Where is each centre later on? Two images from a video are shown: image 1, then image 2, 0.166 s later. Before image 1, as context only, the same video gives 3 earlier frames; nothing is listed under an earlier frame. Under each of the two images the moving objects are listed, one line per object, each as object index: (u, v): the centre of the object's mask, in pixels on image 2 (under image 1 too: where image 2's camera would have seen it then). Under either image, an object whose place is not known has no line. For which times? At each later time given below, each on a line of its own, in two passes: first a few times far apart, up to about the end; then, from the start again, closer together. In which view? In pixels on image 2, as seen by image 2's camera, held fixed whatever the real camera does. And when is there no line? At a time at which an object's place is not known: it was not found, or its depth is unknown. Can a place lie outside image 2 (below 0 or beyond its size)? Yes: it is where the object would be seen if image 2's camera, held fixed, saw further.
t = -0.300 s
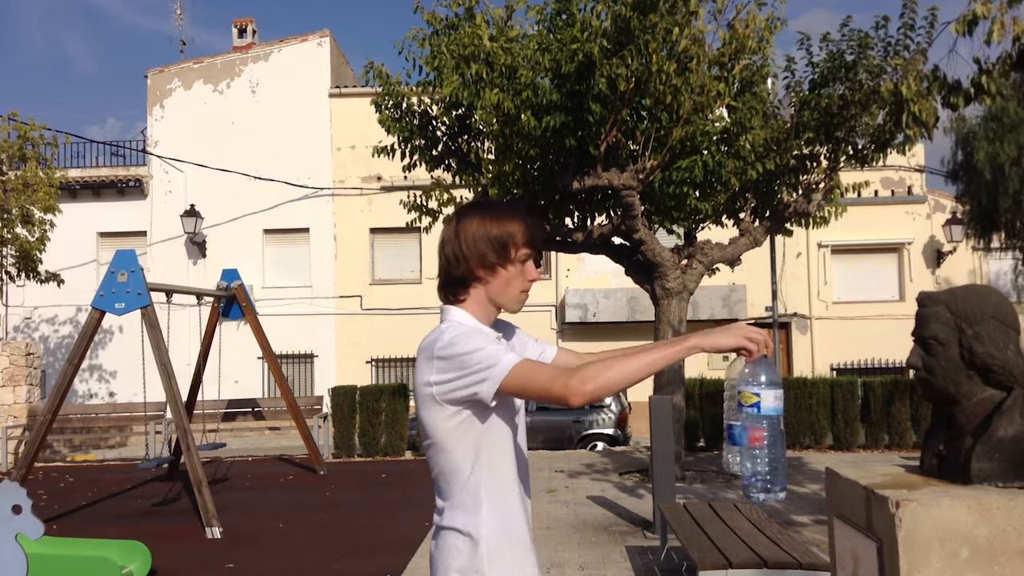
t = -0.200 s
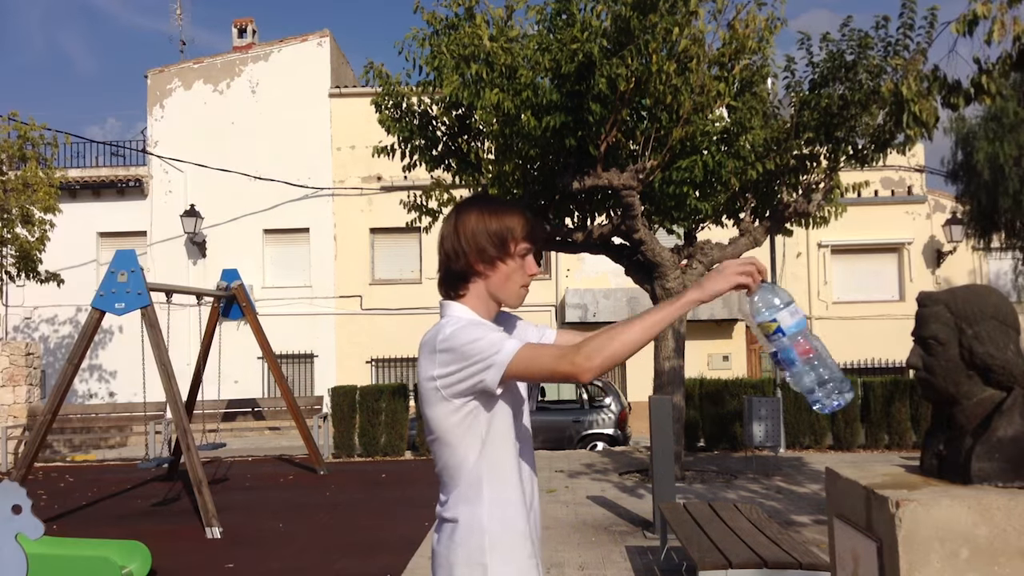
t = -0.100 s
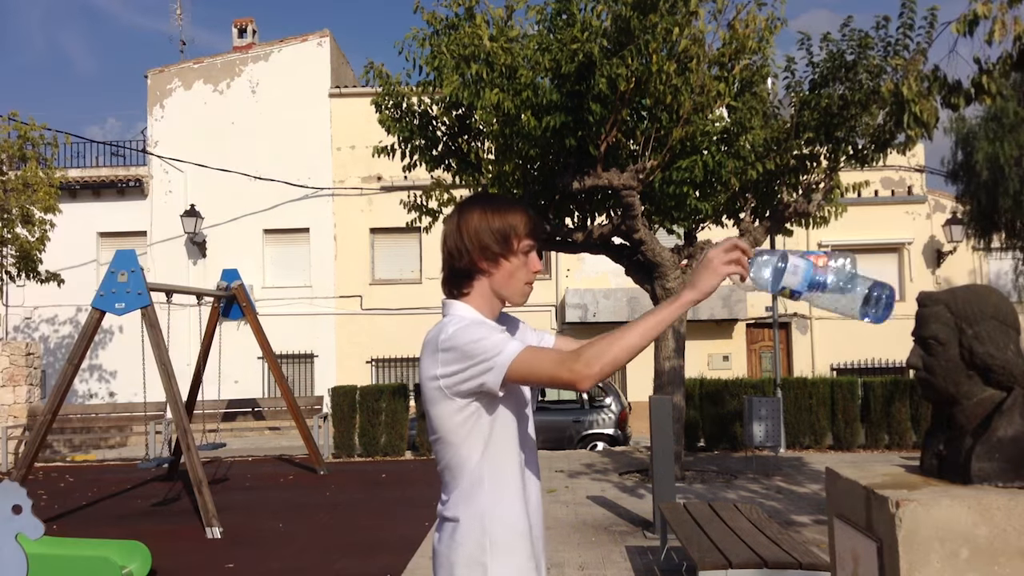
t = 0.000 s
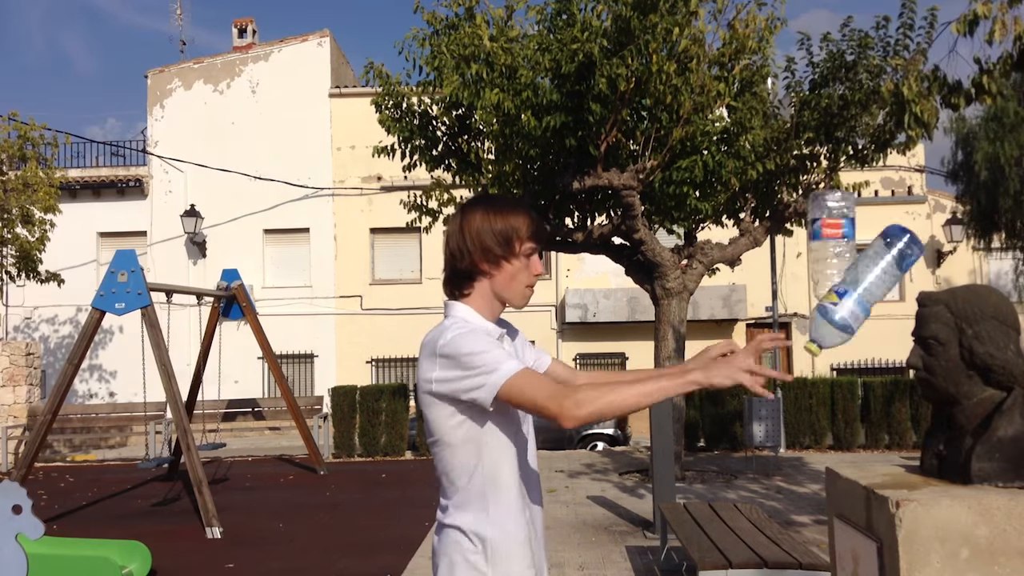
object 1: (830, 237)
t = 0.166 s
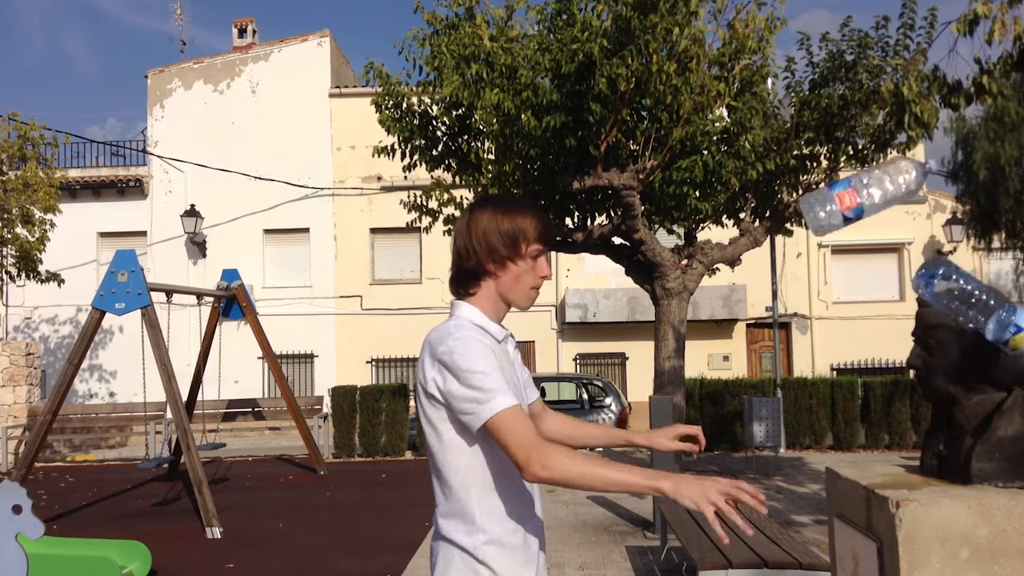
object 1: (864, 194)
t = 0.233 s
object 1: (858, 216)
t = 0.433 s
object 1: (848, 407)
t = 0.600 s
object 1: (841, 407)
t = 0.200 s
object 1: (861, 201)
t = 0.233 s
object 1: (858, 216)
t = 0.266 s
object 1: (856, 236)
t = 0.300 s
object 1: (854, 263)
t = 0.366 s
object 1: (851, 334)
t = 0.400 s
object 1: (851, 380)
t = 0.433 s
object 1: (848, 407)
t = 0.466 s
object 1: (847, 407)
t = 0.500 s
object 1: (845, 407)
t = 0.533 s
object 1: (842, 407)
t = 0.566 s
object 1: (841, 407)
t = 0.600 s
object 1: (841, 407)
